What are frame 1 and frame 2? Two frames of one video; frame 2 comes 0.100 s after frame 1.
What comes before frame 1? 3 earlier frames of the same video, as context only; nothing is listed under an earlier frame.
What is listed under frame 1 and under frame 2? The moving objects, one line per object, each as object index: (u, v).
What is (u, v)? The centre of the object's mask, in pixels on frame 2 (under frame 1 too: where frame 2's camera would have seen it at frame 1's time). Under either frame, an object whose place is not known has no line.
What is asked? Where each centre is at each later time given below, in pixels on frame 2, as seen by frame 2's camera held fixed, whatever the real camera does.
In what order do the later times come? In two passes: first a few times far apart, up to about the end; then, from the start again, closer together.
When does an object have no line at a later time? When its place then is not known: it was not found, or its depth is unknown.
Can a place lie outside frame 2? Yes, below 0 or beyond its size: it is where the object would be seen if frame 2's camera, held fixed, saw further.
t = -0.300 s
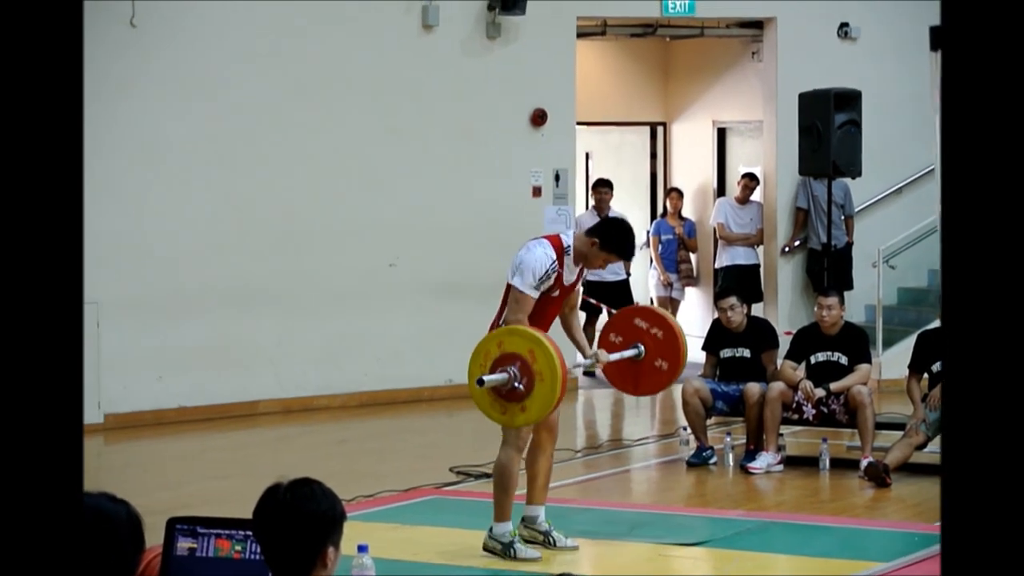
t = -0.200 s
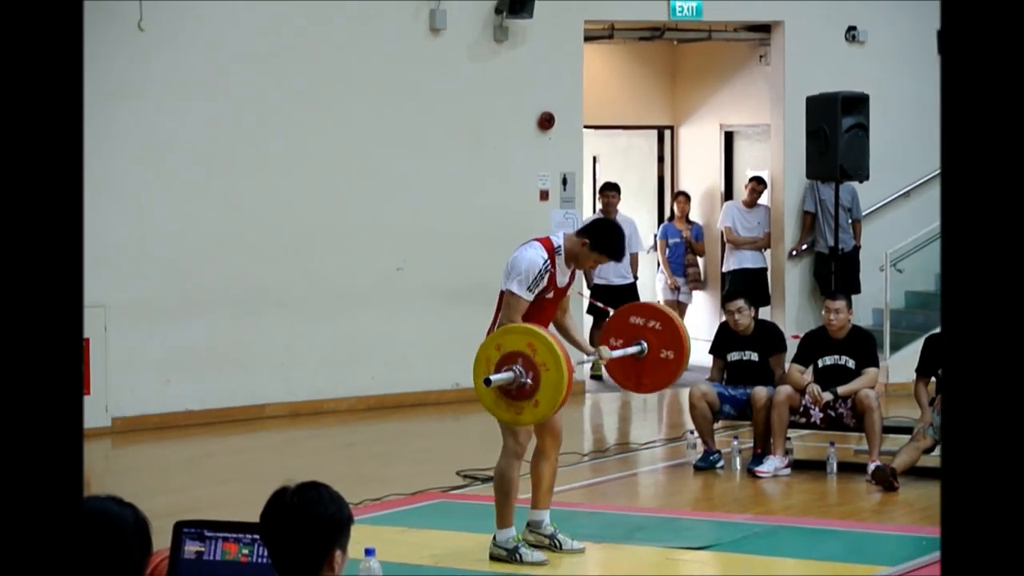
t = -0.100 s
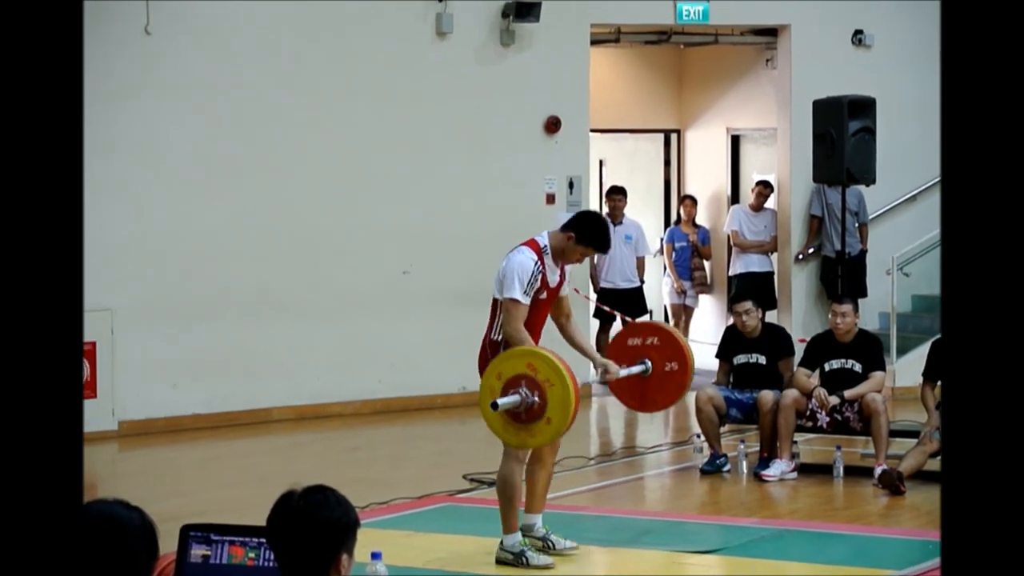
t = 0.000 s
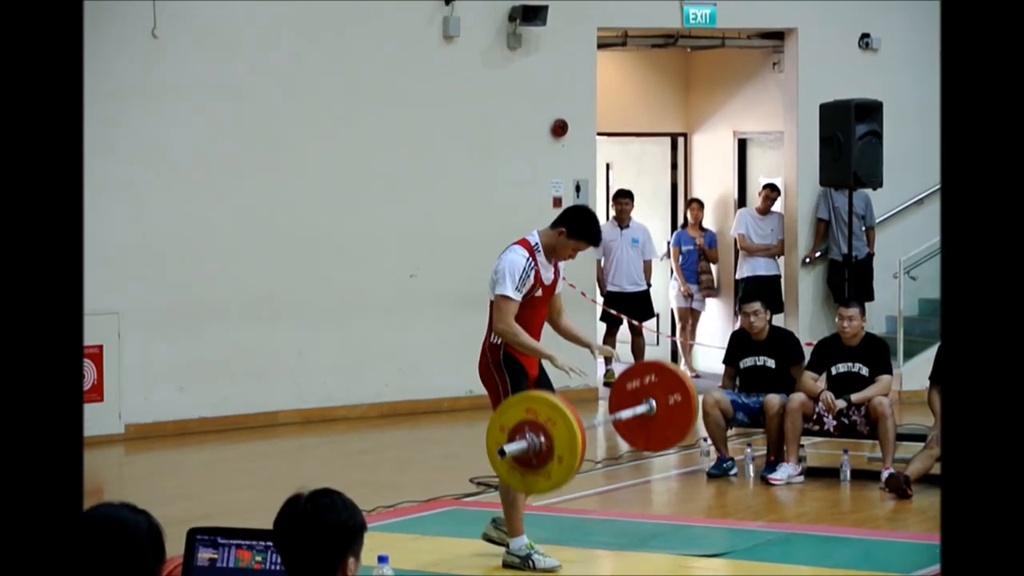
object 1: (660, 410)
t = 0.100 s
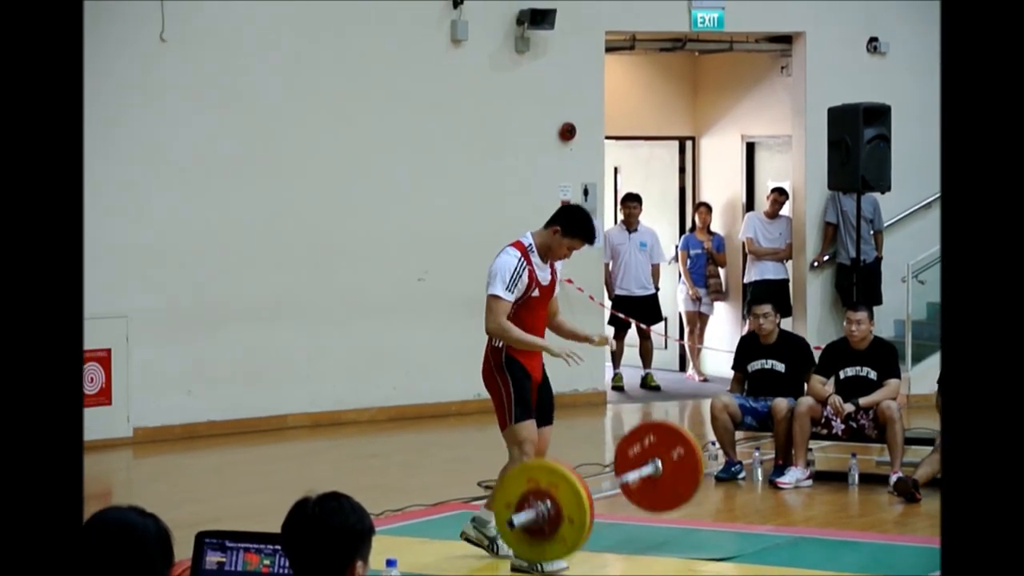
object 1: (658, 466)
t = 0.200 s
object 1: (655, 507)
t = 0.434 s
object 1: (652, 453)
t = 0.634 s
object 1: (651, 493)
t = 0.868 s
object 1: (652, 486)
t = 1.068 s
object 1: (653, 499)
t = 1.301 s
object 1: (654, 503)
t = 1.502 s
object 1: (655, 510)
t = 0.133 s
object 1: (656, 490)
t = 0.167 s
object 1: (655, 514)
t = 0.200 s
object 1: (655, 507)
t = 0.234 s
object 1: (654, 493)
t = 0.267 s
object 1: (654, 480)
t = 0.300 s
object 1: (652, 455)
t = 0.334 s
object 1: (654, 462)
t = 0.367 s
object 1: (653, 457)
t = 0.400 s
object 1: (653, 454)
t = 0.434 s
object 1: (652, 453)
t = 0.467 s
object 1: (652, 454)
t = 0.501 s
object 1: (652, 457)
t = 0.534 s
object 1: (652, 463)
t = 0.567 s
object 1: (652, 470)
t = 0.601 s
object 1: (651, 480)
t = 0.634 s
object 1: (651, 493)
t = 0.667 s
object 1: (651, 507)
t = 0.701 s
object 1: (651, 505)
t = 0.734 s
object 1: (651, 497)
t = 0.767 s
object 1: (651, 491)
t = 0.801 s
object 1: (652, 487)
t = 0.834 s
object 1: (652, 485)
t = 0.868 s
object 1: (652, 486)
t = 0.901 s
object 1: (652, 489)
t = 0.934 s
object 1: (652, 494)
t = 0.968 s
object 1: (652, 501)
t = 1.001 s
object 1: (652, 507)
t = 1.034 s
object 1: (652, 503)
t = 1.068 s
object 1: (653, 499)
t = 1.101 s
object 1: (653, 497)
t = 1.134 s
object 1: (653, 498)
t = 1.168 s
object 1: (653, 500)
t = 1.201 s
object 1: (652, 506)
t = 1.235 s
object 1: (652, 507)
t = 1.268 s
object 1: (653, 504)
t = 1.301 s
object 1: (654, 503)
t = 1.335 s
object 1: (654, 504)
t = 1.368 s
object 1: (657, 507)
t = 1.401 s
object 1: (654, 505)
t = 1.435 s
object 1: (655, 504)
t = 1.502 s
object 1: (655, 510)
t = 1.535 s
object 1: (656, 508)
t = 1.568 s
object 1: (658, 507)
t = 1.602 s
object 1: (658, 507)
